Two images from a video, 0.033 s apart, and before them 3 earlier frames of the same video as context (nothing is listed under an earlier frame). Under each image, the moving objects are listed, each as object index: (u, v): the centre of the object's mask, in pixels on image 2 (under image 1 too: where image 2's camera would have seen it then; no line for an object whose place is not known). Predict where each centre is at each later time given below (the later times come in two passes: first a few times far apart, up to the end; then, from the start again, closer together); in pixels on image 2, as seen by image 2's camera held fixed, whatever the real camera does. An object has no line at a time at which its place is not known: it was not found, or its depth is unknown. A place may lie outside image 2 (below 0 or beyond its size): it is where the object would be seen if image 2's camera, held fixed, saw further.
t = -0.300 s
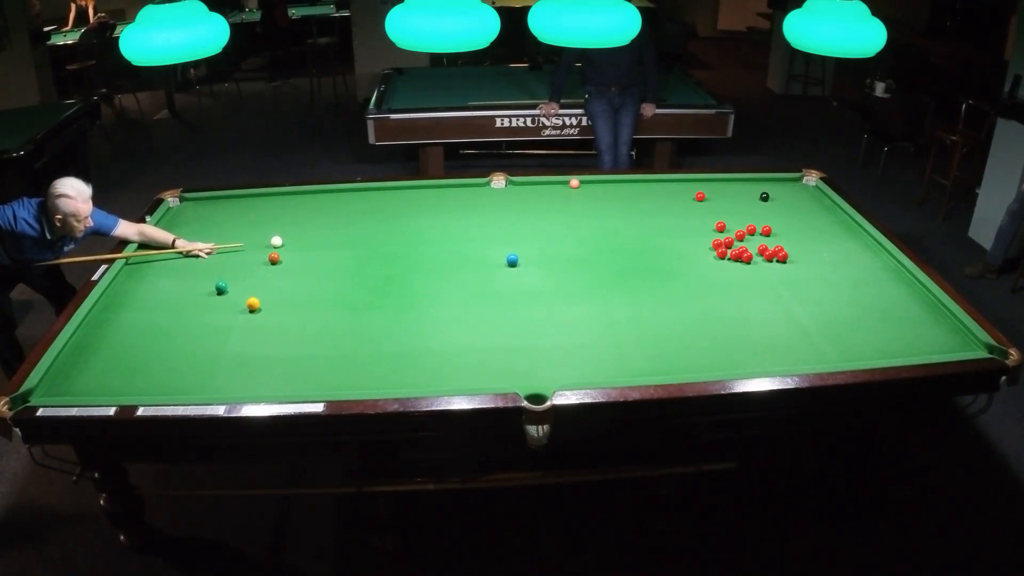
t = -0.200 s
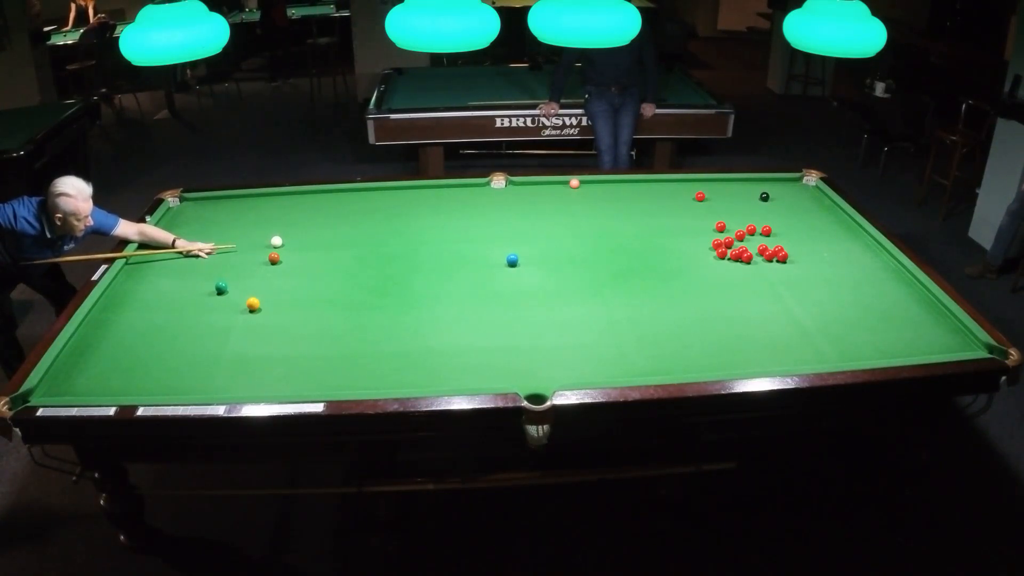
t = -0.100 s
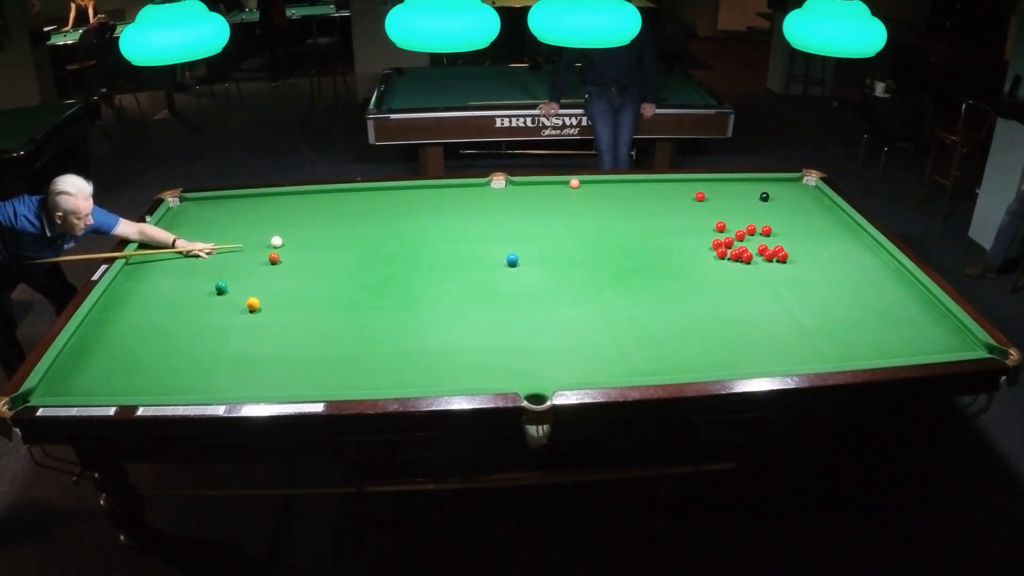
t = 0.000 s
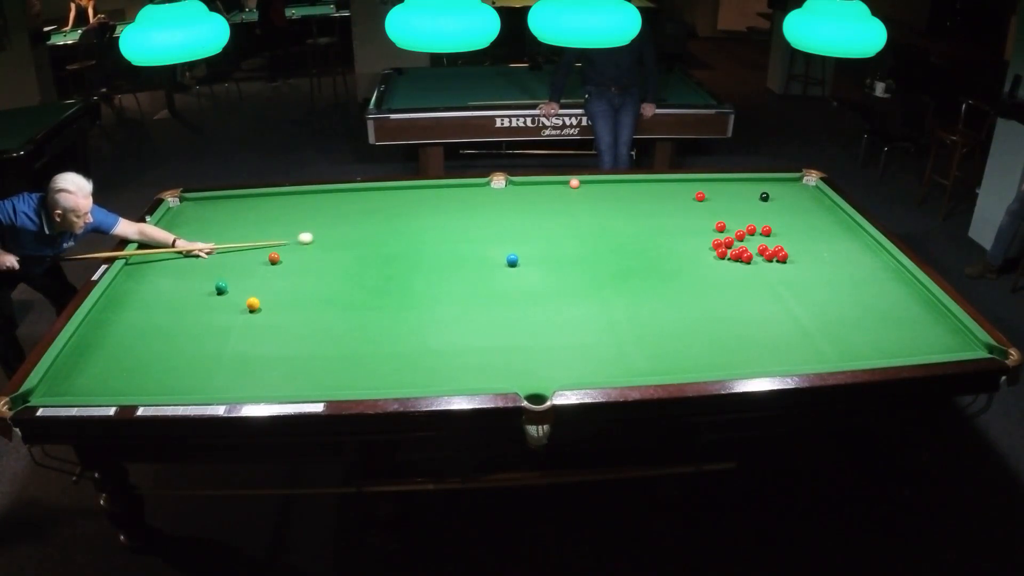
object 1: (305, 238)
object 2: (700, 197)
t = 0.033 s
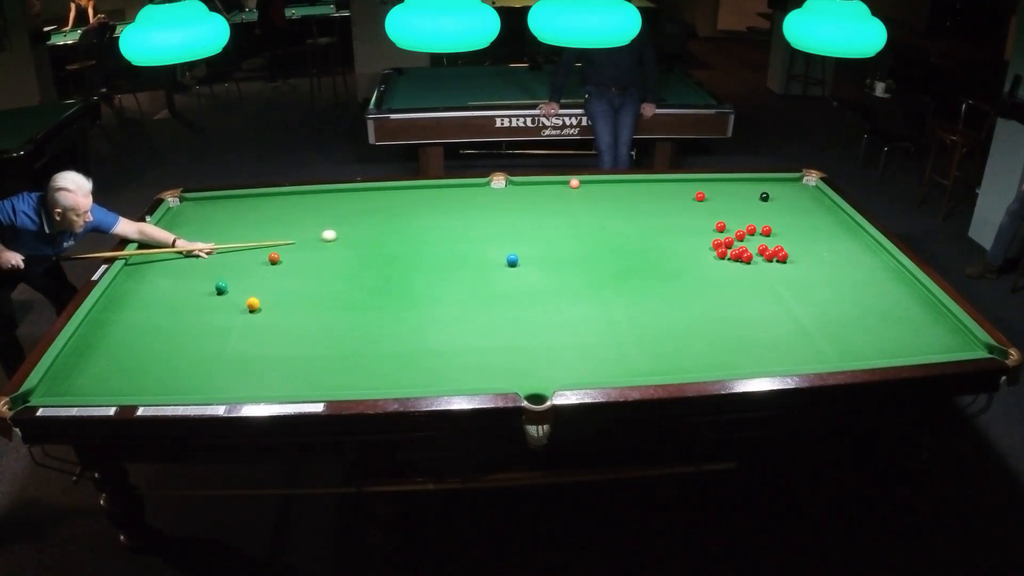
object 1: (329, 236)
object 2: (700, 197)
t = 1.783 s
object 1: (844, 226)
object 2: (821, 195)
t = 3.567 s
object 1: (797, 262)
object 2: (767, 231)
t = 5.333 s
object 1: (803, 266)
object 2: (766, 232)
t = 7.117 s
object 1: (803, 266)
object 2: (766, 232)
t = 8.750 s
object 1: (803, 266)
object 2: (766, 232)
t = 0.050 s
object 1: (340, 234)
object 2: (700, 197)
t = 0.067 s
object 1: (351, 233)
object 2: (700, 197)
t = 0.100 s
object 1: (373, 231)
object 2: (700, 197)
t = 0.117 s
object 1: (383, 229)
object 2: (700, 197)
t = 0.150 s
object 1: (403, 227)
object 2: (700, 197)
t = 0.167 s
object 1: (413, 226)
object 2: (700, 197)
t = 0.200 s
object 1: (431, 224)
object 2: (700, 197)
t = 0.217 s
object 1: (440, 223)
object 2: (700, 197)
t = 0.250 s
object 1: (456, 221)
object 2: (700, 197)
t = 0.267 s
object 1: (465, 221)
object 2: (700, 197)
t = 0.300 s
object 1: (480, 219)
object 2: (700, 197)
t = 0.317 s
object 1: (487, 218)
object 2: (700, 197)
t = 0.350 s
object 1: (501, 217)
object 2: (700, 197)
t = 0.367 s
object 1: (508, 216)
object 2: (700, 197)
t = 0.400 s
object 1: (522, 215)
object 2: (700, 197)
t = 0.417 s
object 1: (529, 214)
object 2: (700, 197)
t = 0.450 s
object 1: (542, 213)
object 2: (700, 197)
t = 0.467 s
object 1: (549, 212)
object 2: (700, 197)
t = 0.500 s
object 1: (562, 211)
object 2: (700, 197)
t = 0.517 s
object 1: (569, 210)
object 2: (700, 197)
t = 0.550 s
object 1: (582, 209)
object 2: (700, 197)
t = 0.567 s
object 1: (588, 208)
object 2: (700, 197)
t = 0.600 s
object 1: (601, 207)
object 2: (700, 197)
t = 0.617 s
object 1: (607, 206)
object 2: (700, 197)
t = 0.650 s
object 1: (620, 205)
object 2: (700, 197)
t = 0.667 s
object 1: (626, 205)
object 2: (700, 197)
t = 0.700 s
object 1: (638, 204)
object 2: (700, 197)
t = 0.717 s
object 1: (644, 203)
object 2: (700, 197)
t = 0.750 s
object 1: (657, 202)
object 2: (700, 197)
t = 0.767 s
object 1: (663, 202)
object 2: (700, 197)
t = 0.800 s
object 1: (674, 200)
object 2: (700, 197)
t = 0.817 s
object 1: (680, 200)
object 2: (700, 197)
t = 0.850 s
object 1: (691, 199)
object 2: (701, 197)
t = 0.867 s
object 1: (695, 199)
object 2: (703, 196)
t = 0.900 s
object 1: (699, 201)
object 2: (709, 194)
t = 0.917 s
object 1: (701, 201)
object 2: (712, 193)
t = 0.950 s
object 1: (706, 202)
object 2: (718, 191)
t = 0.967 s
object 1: (709, 203)
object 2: (721, 190)
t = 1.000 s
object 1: (714, 204)
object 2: (725, 188)
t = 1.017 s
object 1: (717, 204)
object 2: (728, 187)
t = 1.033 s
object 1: (720, 205)
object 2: (730, 187)
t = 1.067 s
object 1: (726, 206)
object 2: (734, 185)
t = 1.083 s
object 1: (729, 206)
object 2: (736, 184)
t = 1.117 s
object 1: (734, 207)
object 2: (740, 183)
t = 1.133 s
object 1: (737, 208)
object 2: (742, 182)
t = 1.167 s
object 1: (743, 208)
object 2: (746, 181)
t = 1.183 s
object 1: (746, 209)
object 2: (749, 180)
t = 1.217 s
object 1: (751, 210)
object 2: (753, 181)
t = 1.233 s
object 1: (754, 210)
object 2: (756, 181)
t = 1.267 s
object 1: (759, 211)
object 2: (760, 182)
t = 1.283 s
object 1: (762, 212)
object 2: (762, 183)
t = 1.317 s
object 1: (768, 213)
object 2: (767, 183)
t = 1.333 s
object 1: (771, 213)
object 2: (769, 184)
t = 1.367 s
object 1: (776, 214)
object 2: (773, 185)
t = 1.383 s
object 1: (779, 215)
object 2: (776, 185)
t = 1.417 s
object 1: (784, 215)
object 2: (780, 186)
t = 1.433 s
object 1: (787, 216)
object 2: (782, 186)
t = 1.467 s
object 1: (793, 217)
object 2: (787, 187)
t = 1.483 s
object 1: (795, 218)
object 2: (789, 188)
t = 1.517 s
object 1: (801, 219)
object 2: (793, 189)
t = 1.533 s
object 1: (804, 219)
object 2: (795, 189)
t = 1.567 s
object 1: (809, 220)
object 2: (800, 190)
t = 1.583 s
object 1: (812, 220)
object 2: (802, 190)
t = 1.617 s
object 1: (817, 221)
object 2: (806, 191)
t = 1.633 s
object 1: (820, 222)
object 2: (808, 192)
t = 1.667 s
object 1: (825, 223)
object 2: (813, 192)
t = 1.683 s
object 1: (828, 223)
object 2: (815, 193)
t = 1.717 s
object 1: (833, 224)
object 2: (819, 194)
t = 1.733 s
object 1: (836, 225)
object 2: (821, 194)
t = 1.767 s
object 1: (841, 226)
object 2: (822, 195)
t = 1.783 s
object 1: (844, 226)
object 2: (821, 195)
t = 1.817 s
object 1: (849, 227)
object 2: (820, 196)
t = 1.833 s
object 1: (852, 228)
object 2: (819, 197)
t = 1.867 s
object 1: (857, 229)
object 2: (817, 198)
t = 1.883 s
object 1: (859, 229)
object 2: (817, 198)
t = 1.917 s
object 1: (860, 230)
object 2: (815, 199)
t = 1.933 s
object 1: (859, 230)
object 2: (814, 200)
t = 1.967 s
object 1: (856, 231)
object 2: (813, 201)
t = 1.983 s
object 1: (855, 231)
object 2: (812, 201)
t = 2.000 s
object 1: (854, 232)
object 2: (811, 202)
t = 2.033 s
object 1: (851, 233)
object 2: (810, 203)
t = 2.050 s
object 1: (850, 233)
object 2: (809, 203)
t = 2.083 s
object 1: (848, 234)
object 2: (807, 204)
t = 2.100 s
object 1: (846, 234)
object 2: (807, 205)
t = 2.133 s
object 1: (844, 235)
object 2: (805, 206)
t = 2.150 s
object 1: (843, 236)
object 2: (805, 206)
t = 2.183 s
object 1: (841, 236)
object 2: (803, 207)
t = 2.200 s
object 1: (839, 237)
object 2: (802, 208)
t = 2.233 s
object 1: (837, 237)
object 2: (801, 209)
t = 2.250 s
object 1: (836, 238)
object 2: (800, 209)
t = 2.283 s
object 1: (833, 238)
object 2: (798, 210)
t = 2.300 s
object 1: (832, 239)
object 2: (798, 211)
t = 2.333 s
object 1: (830, 240)
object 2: (796, 211)
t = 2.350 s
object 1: (829, 240)
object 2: (795, 212)
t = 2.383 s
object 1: (826, 241)
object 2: (794, 213)
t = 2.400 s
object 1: (825, 241)
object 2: (793, 213)
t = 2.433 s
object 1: (822, 242)
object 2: (791, 214)
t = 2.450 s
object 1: (821, 242)
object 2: (791, 215)
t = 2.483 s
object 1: (819, 243)
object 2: (789, 216)
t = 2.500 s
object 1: (818, 244)
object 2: (789, 216)
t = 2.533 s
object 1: (815, 244)
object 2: (787, 217)
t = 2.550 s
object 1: (814, 245)
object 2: (786, 218)
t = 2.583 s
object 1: (812, 245)
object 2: (785, 219)
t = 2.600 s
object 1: (810, 246)
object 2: (784, 219)
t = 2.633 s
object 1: (808, 247)
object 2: (782, 220)
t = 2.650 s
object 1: (807, 247)
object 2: (781, 221)
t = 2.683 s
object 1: (804, 248)
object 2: (780, 222)
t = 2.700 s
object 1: (803, 248)
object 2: (779, 222)
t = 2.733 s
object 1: (802, 249)
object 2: (778, 223)
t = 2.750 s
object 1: (800, 249)
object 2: (777, 223)
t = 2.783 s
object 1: (798, 250)
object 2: (776, 224)
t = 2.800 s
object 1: (797, 250)
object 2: (775, 225)
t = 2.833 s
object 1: (795, 251)
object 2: (774, 226)
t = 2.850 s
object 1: (794, 251)
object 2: (774, 226)
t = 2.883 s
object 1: (791, 252)
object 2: (772, 227)
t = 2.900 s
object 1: (791, 252)
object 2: (772, 227)
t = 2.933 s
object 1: (790, 253)
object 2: (772, 227)
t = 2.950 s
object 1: (790, 253)
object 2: (772, 227)
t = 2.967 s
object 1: (790, 253)
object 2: (771, 228)
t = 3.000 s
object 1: (790, 254)
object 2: (771, 228)
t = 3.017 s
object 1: (791, 254)
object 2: (771, 228)
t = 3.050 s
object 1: (791, 255)
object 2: (770, 229)
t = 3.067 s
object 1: (791, 255)
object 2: (770, 228)
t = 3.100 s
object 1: (791, 256)
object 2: (770, 229)
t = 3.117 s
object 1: (791, 256)
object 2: (770, 229)
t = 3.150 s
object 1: (792, 257)
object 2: (769, 229)
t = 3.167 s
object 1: (792, 257)
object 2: (769, 230)
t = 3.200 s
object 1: (793, 257)
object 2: (769, 230)
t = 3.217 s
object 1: (793, 258)
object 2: (769, 230)
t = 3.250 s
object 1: (793, 258)
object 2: (769, 230)
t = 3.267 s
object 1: (793, 258)
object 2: (769, 230)
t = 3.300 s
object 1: (794, 259)
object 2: (768, 230)
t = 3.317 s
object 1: (794, 259)
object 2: (768, 230)
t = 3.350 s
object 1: (794, 259)
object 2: (768, 230)
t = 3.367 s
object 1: (795, 260)
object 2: (768, 231)
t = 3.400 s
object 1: (795, 260)
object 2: (768, 231)
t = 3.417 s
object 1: (795, 260)
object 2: (768, 231)
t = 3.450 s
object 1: (796, 261)
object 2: (768, 231)
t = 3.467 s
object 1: (796, 261)
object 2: (768, 231)
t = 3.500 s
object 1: (796, 261)
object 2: (767, 231)
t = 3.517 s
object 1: (797, 261)
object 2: (767, 231)
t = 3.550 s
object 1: (797, 262)
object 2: (767, 231)
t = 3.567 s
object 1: (797, 262)
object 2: (767, 231)
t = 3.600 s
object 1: (798, 262)
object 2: (767, 231)
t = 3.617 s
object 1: (798, 262)
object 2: (767, 231)
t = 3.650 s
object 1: (798, 262)
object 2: (767, 232)
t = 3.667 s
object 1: (798, 262)
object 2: (767, 232)
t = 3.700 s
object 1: (799, 263)
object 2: (766, 232)
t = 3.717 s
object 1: (799, 263)
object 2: (766, 232)
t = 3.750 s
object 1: (799, 263)
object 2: (766, 232)
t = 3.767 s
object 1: (799, 263)
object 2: (766, 232)
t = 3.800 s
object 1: (800, 264)
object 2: (766, 232)
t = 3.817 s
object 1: (800, 264)
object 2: (766, 232)
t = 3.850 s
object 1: (800, 264)
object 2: (766, 232)
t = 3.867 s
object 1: (800, 264)
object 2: (766, 232)
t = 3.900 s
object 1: (800, 264)
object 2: (766, 232)
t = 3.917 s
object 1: (800, 264)
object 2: (766, 232)
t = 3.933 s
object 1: (800, 265)
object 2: (766, 232)
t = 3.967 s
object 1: (801, 265)
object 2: (766, 232)
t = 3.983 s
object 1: (801, 265)
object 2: (766, 232)
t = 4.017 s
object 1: (801, 265)
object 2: (766, 232)
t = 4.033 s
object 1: (801, 265)
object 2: (766, 232)
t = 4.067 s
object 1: (801, 265)
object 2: (766, 232)
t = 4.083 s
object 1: (801, 266)
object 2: (766, 232)
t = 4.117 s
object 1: (802, 266)
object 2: (766, 232)
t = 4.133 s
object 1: (802, 266)
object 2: (766, 232)
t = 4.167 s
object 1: (802, 266)
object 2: (766, 232)
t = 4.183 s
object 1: (802, 266)
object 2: (766, 232)
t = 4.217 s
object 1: (802, 266)
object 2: (766, 232)
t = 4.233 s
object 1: (802, 266)
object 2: (766, 232)
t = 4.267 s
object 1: (802, 266)
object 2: (766, 232)
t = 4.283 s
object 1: (802, 266)
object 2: (766, 232)
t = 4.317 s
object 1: (803, 267)
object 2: (766, 232)
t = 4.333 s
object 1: (803, 267)
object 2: (766, 232)
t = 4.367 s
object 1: (803, 267)
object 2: (766, 232)
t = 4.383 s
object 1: (803, 267)
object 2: (766, 232)
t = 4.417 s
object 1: (803, 267)
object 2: (766, 232)
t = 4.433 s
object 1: (803, 267)
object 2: (766, 232)
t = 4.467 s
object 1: (803, 267)
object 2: (766, 232)
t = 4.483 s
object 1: (803, 267)
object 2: (766, 232)
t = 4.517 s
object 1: (803, 267)
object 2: (766, 232)
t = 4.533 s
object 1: (803, 267)
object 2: (766, 232)
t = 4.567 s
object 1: (803, 267)
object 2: (766, 232)
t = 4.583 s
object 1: (803, 267)
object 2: (766, 232)
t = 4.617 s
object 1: (803, 267)
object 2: (766, 232)
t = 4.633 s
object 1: (803, 266)
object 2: (766, 232)
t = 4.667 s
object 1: (803, 266)
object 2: (766, 232)
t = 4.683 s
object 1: (803, 266)
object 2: (766, 232)
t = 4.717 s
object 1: (803, 266)
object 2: (766, 232)
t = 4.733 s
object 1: (803, 266)
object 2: (766, 232)
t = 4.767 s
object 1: (803, 266)
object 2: (766, 232)
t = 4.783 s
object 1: (803, 266)
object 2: (766, 232)
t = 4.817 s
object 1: (803, 266)
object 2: (766, 232)
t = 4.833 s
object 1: (803, 266)
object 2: (766, 232)
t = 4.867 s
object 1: (803, 266)
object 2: (766, 232)
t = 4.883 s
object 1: (803, 266)
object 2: (766, 232)
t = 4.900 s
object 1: (803, 266)
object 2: (766, 232)
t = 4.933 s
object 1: (803, 266)
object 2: (766, 232)
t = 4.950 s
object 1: (803, 266)
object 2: (766, 232)
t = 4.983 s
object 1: (803, 266)
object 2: (766, 232)
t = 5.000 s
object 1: (803, 266)
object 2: (766, 232)
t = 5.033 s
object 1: (803, 266)
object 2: (766, 232)
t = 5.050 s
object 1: (803, 266)
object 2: (766, 232)
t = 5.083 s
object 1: (803, 266)
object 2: (766, 232)
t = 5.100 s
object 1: (803, 266)
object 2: (766, 232)
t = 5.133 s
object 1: (803, 266)
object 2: (766, 232)
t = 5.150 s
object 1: (803, 266)
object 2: (766, 232)
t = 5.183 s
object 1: (803, 266)
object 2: (766, 232)
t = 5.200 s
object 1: (803, 266)
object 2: (766, 232)
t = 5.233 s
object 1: (803, 266)
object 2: (766, 232)
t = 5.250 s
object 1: (803, 266)
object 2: (766, 232)
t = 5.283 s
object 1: (803, 266)
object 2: (766, 232)
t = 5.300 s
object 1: (803, 266)
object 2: (766, 232)
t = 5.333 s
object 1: (803, 266)
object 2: (766, 232)
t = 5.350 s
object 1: (803, 266)
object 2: (766, 232)
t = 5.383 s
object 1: (803, 266)
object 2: (766, 232)
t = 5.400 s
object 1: (803, 266)
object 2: (766, 232)
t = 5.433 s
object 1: (803, 266)
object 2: (766, 232)
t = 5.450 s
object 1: (803, 266)
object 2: (766, 232)
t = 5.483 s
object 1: (803, 266)
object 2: (766, 232)
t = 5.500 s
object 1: (803, 266)
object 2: (766, 232)
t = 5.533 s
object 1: (803, 266)
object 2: (766, 232)
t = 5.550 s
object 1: (803, 266)
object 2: (766, 232)
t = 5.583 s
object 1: (803, 266)
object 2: (766, 232)
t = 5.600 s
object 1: (803, 266)
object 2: (766, 232)
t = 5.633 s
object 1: (803, 266)
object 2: (766, 232)
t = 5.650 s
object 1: (803, 266)
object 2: (766, 232)
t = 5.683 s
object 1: (803, 266)
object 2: (766, 232)
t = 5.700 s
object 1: (803, 266)
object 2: (766, 232)
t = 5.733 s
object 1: (803, 266)
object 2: (766, 232)
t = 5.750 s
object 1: (803, 266)
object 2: (766, 232)
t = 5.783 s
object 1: (803, 266)
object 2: (766, 232)
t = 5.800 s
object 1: (803, 266)
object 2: (766, 232)
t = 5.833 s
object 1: (803, 266)
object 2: (766, 232)
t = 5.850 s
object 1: (803, 266)
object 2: (766, 232)
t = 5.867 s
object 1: (803, 266)
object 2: (766, 232)
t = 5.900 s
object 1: (803, 266)
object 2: (766, 232)
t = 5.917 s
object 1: (803, 266)
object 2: (766, 232)
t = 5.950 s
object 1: (803, 266)
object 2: (766, 232)
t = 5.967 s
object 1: (803, 266)
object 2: (766, 232)
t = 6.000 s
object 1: (803, 266)
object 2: (766, 232)
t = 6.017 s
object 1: (803, 266)
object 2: (766, 232)
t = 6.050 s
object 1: (803, 266)
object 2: (766, 232)
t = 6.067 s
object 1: (803, 266)
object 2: (766, 232)
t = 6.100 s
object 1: (803, 266)
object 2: (766, 232)
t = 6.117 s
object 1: (803, 266)
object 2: (766, 232)
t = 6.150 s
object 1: (803, 266)
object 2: (766, 232)
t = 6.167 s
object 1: (803, 266)
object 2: (766, 232)
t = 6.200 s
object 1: (803, 266)
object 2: (766, 232)
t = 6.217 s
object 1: (803, 266)
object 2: (766, 232)
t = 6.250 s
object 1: (803, 266)
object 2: (766, 232)
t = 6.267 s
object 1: (803, 266)
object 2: (766, 232)
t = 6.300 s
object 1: (803, 266)
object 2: (766, 232)
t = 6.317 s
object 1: (803, 266)
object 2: (766, 232)
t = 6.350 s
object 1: (803, 266)
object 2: (766, 232)
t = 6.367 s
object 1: (803, 266)
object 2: (766, 232)
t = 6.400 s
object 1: (803, 266)
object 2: (766, 232)
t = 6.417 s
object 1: (803, 266)
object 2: (766, 232)
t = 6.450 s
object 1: (803, 266)
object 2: (766, 232)
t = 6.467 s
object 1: (803, 266)
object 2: (766, 232)
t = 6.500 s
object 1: (803, 266)
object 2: (766, 232)
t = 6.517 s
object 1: (803, 266)
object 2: (766, 232)
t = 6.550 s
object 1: (803, 266)
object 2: (766, 232)
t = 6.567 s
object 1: (803, 266)
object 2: (766, 232)
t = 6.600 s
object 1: (803, 266)
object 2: (766, 232)
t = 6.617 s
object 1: (803, 266)
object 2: (766, 232)
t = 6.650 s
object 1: (803, 266)
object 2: (766, 232)
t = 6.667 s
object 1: (803, 266)
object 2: (766, 232)
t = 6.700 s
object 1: (803, 266)
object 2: (766, 232)
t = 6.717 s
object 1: (803, 266)
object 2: (766, 232)
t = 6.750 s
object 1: (803, 266)
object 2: (766, 232)
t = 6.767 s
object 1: (803, 266)
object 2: (766, 232)
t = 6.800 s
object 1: (803, 266)
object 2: (766, 232)
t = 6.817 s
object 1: (803, 266)
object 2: (766, 232)
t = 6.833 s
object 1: (803, 266)
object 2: (766, 232)
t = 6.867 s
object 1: (803, 266)
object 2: (766, 232)
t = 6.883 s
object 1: (803, 266)
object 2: (766, 232)
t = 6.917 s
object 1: (803, 266)
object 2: (766, 232)
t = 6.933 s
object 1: (803, 266)
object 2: (766, 232)
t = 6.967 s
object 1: (803, 266)
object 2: (766, 232)
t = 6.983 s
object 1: (803, 266)
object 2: (766, 232)
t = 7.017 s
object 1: (803, 266)
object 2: (766, 232)
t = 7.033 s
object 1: (803, 266)
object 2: (766, 232)
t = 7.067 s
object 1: (803, 266)
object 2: (766, 232)
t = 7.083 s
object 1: (803, 266)
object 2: (766, 232)
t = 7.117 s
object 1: (803, 266)
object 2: (766, 232)
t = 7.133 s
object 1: (803, 266)
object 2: (766, 232)
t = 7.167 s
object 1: (803, 266)
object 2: (766, 232)
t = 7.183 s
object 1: (803, 266)
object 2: (766, 232)
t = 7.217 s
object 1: (803, 266)
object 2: (766, 232)
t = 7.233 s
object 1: (803, 266)
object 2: (766, 232)
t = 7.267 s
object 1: (803, 266)
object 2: (766, 232)
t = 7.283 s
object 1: (803, 266)
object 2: (766, 232)
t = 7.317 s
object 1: (803, 266)
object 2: (766, 232)
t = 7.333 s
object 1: (803, 266)
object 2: (766, 232)
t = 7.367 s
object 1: (803, 266)
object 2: (766, 232)
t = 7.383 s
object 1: (803, 266)
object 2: (766, 232)
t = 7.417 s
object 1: (803, 266)
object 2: (766, 232)
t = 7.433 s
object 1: (803, 266)
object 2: (766, 232)
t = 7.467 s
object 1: (803, 266)
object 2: (766, 232)
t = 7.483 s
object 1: (803, 266)
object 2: (766, 232)
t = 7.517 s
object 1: (803, 266)
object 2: (766, 232)
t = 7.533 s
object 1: (803, 266)
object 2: (766, 232)
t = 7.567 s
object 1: (803, 266)
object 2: (766, 232)
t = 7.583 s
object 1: (803, 266)
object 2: (766, 232)
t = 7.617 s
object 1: (803, 266)
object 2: (766, 232)
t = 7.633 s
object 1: (803, 266)
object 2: (766, 232)
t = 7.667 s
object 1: (803, 266)
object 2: (766, 232)
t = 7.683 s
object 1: (803, 266)
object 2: (766, 232)
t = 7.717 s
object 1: (803, 266)
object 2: (766, 232)
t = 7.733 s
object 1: (803, 266)
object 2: (766, 232)
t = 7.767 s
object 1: (803, 266)
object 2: (766, 232)
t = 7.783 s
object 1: (803, 266)
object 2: (766, 232)
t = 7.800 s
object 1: (803, 266)
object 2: (766, 232)
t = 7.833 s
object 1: (803, 266)
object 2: (766, 232)
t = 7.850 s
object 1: (803, 266)
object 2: (766, 232)
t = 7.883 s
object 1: (803, 266)
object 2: (766, 232)
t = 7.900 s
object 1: (803, 266)
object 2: (766, 232)
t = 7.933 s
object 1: (803, 266)
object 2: (766, 232)
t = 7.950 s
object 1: (803, 266)
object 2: (766, 232)
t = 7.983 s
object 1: (803, 266)
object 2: (766, 232)
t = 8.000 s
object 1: (803, 266)
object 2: (766, 232)
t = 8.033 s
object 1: (803, 266)
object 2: (766, 232)
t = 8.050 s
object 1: (803, 266)
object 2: (766, 232)
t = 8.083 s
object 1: (803, 266)
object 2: (766, 232)
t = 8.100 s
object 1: (803, 266)
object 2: (766, 232)
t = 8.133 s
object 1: (803, 266)
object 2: (766, 232)
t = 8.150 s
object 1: (803, 266)
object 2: (766, 232)
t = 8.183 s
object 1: (803, 266)
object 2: (766, 232)
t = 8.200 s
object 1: (802, 266)
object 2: (766, 232)
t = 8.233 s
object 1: (803, 266)
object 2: (766, 232)
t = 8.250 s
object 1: (802, 266)
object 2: (766, 232)
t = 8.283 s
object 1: (803, 266)
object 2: (766, 232)
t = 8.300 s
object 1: (803, 266)
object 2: (766, 232)
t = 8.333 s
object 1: (803, 266)
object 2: (766, 232)
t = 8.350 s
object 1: (803, 266)
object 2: (766, 232)
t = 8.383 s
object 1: (802, 266)
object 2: (766, 232)
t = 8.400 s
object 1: (803, 266)
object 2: (766, 232)
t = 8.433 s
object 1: (803, 266)
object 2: (766, 232)
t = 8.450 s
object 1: (803, 266)
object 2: (766, 232)
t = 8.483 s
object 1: (803, 266)
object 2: (766, 232)
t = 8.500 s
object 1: (803, 266)
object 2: (766, 232)
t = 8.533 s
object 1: (803, 266)
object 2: (766, 232)
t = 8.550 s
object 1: (803, 266)
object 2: (766, 232)
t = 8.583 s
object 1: (803, 266)
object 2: (766, 232)
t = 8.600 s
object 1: (803, 266)
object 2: (766, 232)
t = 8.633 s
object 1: (803, 266)
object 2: (766, 232)
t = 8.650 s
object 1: (803, 266)
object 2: (766, 232)
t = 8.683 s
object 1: (803, 266)
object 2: (766, 232)
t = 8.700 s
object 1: (803, 266)
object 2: (766, 232)
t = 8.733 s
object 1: (803, 266)
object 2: (766, 232)
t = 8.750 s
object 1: (803, 266)
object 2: (766, 232)
